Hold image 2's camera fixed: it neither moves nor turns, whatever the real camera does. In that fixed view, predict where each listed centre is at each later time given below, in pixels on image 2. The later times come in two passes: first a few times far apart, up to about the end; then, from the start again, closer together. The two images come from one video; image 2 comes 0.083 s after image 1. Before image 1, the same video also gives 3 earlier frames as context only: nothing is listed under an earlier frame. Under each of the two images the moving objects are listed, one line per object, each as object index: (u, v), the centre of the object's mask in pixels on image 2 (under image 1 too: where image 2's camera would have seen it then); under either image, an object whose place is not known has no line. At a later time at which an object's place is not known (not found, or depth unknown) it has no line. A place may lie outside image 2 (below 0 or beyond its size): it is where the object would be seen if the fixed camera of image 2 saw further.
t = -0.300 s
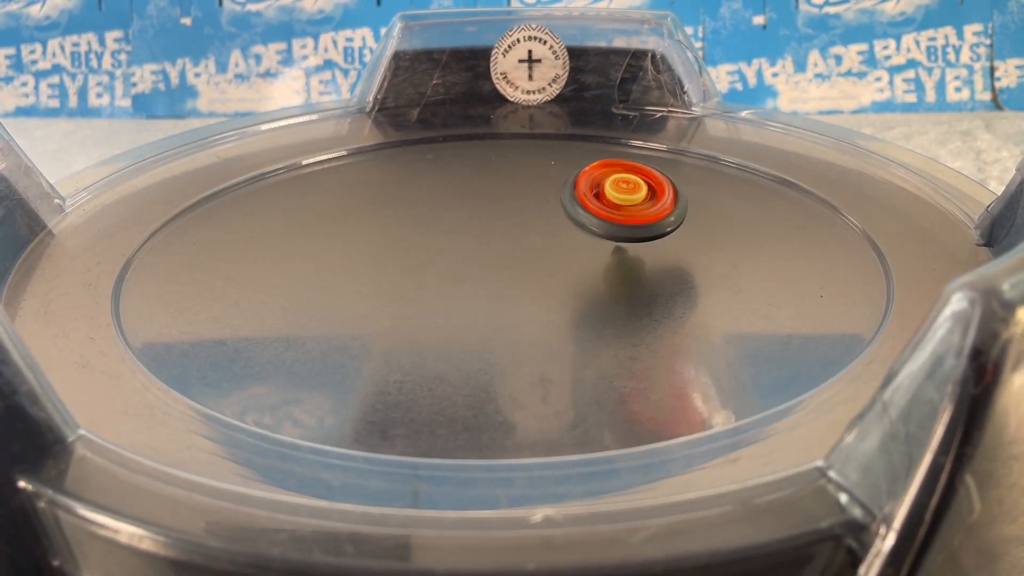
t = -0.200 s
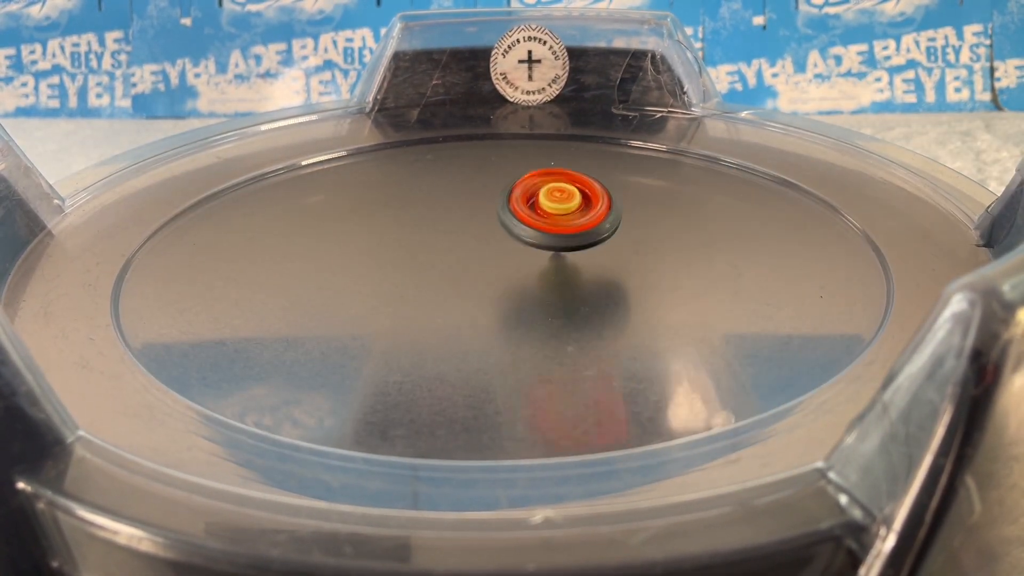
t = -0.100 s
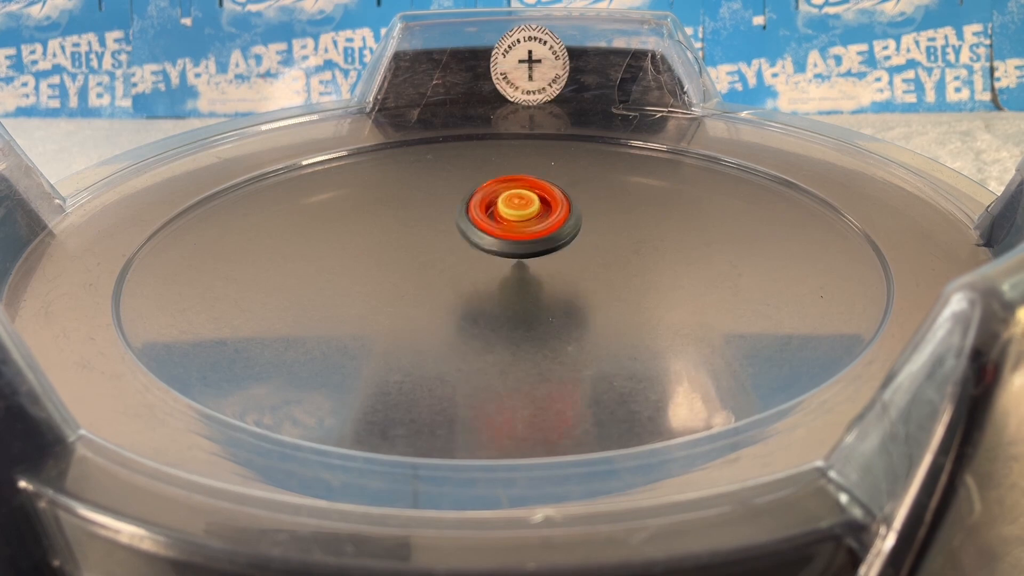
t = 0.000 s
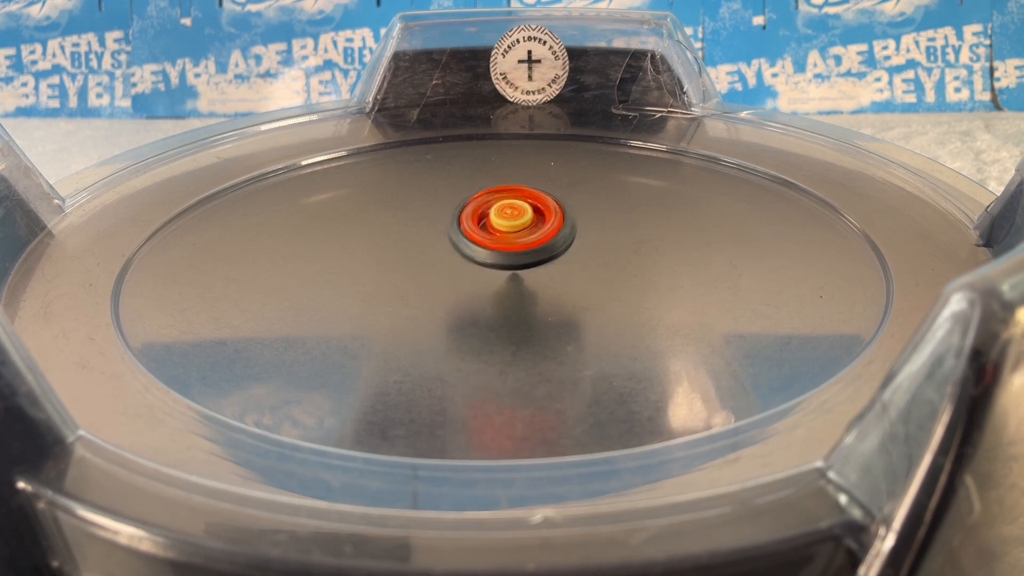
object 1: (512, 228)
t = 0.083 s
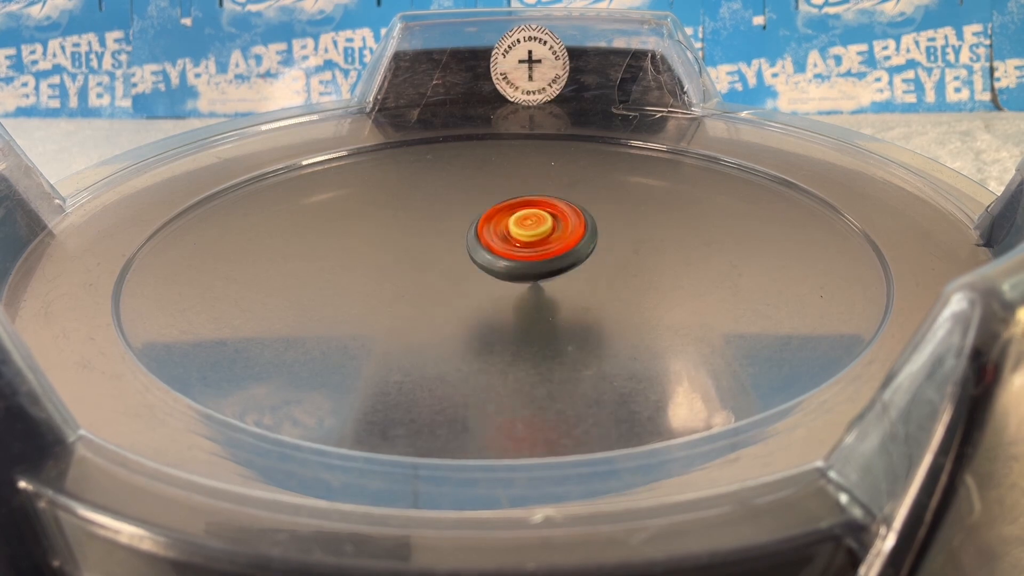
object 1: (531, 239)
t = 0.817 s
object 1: (677, 247)
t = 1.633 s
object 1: (571, 320)
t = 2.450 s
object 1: (395, 304)
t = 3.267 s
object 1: (370, 240)
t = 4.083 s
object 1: (506, 234)
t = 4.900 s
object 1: (589, 244)
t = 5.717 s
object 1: (564, 282)
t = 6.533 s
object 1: (465, 285)
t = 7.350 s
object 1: (436, 247)
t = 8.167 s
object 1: (510, 226)
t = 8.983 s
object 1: (583, 246)
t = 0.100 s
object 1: (536, 239)
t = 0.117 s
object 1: (542, 242)
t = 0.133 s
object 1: (545, 241)
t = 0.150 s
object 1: (549, 243)
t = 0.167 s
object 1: (554, 242)
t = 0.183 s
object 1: (558, 245)
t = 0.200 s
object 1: (563, 246)
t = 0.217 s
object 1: (568, 244)
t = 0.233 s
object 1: (571, 248)
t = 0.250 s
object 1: (575, 246)
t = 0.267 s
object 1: (581, 248)
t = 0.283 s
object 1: (586, 248)
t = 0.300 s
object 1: (590, 247)
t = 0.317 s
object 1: (596, 248)
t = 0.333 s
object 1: (601, 248)
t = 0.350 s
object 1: (605, 250)
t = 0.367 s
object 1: (609, 248)
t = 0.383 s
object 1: (614, 249)
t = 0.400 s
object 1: (616, 249)
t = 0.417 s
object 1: (621, 247)
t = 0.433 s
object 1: (625, 249)
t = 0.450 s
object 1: (628, 248)
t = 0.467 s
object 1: (632, 250)
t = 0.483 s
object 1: (637, 248)
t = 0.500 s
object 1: (640, 249)
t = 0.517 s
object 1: (643, 249)
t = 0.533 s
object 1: (646, 247)
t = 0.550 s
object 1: (648, 250)
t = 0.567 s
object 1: (650, 247)
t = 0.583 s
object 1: (653, 248)
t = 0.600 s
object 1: (655, 247)
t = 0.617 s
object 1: (657, 248)
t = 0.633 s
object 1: (659, 247)
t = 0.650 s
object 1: (662, 247)
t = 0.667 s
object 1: (663, 250)
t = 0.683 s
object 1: (665, 247)
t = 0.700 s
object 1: (668, 248)
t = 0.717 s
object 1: (669, 248)
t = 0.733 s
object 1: (670, 247)
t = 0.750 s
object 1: (672, 247)
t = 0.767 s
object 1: (674, 246)
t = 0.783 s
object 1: (674, 249)
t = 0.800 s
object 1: (675, 246)
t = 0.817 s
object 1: (677, 247)
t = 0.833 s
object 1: (677, 247)
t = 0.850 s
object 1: (676, 247)
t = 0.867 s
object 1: (677, 248)
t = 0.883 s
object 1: (677, 247)
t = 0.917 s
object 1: (674, 248)
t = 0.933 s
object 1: (673, 248)
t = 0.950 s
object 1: (672, 248)
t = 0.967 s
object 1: (669, 249)
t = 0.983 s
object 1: (667, 250)
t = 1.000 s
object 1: (666, 251)
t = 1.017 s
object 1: (664, 253)
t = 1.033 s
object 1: (661, 256)
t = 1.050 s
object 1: (659, 257)
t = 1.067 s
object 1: (657, 259)
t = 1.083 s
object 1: (654, 262)
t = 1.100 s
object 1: (651, 264)
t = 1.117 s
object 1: (650, 266)
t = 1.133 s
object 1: (648, 269)
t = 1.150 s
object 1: (645, 272)
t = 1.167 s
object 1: (642, 275)
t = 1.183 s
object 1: (641, 277)
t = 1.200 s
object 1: (638, 280)
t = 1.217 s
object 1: (635, 282)
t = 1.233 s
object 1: (633, 284)
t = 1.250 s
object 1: (631, 287)
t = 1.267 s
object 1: (628, 290)
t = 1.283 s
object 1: (626, 292)
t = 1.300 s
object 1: (624, 294)
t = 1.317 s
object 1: (622, 296)
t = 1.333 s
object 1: (619, 299)
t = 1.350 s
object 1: (618, 300)
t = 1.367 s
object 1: (617, 302)
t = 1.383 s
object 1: (614, 305)
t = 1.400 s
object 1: (611, 307)
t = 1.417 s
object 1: (609, 308)
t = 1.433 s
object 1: (607, 309)
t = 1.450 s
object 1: (603, 311)
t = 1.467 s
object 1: (600, 311)
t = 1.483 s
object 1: (598, 312)
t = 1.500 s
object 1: (595, 314)
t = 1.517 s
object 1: (591, 315)
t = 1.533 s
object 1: (588, 316)
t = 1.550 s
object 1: (586, 317)
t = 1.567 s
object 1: (583, 318)
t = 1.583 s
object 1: (579, 318)
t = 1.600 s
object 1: (577, 318)
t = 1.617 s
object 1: (575, 319)
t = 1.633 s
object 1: (571, 320)
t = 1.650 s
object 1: (567, 321)
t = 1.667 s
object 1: (565, 321)
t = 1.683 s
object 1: (563, 321)
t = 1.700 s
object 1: (559, 322)
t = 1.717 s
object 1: (555, 322)
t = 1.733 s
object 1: (552, 322)
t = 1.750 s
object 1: (550, 322)
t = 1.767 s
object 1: (546, 322)
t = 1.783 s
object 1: (542, 323)
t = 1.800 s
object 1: (539, 323)
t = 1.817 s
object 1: (536, 323)
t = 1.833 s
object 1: (532, 323)
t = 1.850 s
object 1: (527, 323)
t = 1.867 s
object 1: (524, 322)
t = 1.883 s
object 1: (521, 322)
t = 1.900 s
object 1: (517, 322)
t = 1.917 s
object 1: (512, 323)
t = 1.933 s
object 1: (509, 322)
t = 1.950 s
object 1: (505, 322)
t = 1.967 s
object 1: (501, 322)
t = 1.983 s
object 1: (496, 322)
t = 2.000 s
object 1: (492, 321)
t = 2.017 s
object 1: (489, 320)
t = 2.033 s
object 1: (485, 320)
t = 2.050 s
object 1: (480, 321)
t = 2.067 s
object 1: (475, 320)
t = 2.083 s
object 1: (472, 320)
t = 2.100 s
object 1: (468, 320)
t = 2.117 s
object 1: (462, 320)
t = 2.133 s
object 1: (458, 319)
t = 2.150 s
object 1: (455, 318)
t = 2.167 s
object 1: (451, 318)
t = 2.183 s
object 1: (447, 318)
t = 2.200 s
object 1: (442, 317)
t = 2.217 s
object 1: (439, 316)
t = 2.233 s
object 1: (436, 316)
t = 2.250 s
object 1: (432, 316)
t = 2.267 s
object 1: (428, 315)
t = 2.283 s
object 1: (424, 314)
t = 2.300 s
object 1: (421, 313)
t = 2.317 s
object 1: (419, 312)
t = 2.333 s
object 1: (415, 312)
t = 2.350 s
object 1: (411, 311)
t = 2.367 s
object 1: (408, 310)
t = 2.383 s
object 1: (406, 309)
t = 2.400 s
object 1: (403, 308)
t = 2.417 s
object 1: (399, 307)
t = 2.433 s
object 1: (397, 306)
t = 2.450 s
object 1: (395, 304)
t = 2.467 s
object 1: (393, 303)
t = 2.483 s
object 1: (390, 302)
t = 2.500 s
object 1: (387, 301)
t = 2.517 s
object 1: (385, 300)
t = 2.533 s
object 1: (384, 299)
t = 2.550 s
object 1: (382, 298)
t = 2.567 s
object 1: (379, 297)
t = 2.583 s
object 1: (377, 295)
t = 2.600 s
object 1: (376, 293)
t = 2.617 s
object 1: (375, 292)
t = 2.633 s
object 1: (373, 291)
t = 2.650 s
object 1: (371, 290)
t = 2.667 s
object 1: (369, 288)
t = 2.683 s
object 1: (369, 287)
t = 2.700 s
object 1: (368, 286)
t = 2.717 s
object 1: (366, 285)
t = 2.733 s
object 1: (364, 283)
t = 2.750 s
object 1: (364, 282)
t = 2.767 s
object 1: (363, 280)
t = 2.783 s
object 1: (363, 279)
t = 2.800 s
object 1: (362, 278)
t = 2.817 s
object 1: (361, 276)
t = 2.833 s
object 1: (360, 274)
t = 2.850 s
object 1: (361, 273)
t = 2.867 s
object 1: (361, 272)
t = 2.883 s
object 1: (360, 271)
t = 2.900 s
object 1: (359, 270)
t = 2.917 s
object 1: (359, 268)
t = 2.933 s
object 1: (360, 266)
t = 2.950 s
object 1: (360, 265)
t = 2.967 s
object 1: (360, 264)
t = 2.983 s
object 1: (359, 262)
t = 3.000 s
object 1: (360, 261)
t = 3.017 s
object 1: (360, 259)
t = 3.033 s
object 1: (361, 258)
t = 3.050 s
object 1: (362, 257)
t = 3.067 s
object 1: (361, 256)
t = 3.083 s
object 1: (361, 254)
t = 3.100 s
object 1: (363, 253)
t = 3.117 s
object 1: (364, 252)
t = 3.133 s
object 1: (365, 250)
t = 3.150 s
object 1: (365, 249)
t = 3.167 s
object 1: (365, 248)
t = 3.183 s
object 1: (366, 246)
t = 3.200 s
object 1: (368, 245)
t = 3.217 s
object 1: (369, 244)
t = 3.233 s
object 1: (369, 243)
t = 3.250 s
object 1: (369, 242)
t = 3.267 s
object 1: (370, 240)
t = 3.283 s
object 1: (372, 239)
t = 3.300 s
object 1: (373, 238)
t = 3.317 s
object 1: (374, 237)
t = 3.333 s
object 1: (374, 236)
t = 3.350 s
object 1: (375, 235)
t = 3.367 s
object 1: (376, 234)
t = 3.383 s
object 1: (377, 232)
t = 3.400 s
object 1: (378, 232)
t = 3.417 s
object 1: (378, 231)
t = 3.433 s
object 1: (378, 230)
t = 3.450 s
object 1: (379, 229)
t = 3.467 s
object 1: (380, 228)
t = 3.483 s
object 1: (382, 227)
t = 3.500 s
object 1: (382, 227)
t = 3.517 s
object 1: (382, 227)
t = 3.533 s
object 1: (383, 226)
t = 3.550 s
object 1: (384, 226)
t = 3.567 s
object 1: (385, 225)
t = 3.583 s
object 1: (387, 226)
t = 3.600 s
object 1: (389, 227)
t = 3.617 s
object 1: (391, 227)
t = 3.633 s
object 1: (394, 227)
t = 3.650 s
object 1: (398, 227)
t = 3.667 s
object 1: (402, 228)
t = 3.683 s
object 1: (407, 228)
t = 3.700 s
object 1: (411, 229)
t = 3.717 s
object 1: (414, 230)
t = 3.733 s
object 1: (419, 230)
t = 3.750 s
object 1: (424, 230)
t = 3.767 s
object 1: (429, 231)
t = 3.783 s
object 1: (434, 232)
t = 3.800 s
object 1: (439, 232)
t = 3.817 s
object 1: (442, 233)
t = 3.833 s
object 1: (447, 233)
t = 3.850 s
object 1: (452, 233)
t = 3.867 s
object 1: (457, 233)
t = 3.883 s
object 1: (462, 233)
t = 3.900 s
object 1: (466, 234)
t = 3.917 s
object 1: (469, 234)
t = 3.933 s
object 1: (473, 234)
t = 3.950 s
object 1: (478, 234)
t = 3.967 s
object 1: (482, 234)
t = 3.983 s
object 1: (487, 235)
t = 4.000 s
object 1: (490, 235)
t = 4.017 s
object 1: (492, 235)
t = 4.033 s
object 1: (495, 235)
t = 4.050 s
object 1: (499, 235)
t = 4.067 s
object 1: (502, 234)
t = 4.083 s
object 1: (506, 234)
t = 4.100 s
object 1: (509, 235)
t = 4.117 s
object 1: (511, 235)
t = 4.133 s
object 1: (513, 234)
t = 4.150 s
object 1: (515, 234)
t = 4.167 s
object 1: (518, 234)
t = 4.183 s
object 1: (521, 234)
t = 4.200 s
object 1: (524, 234)
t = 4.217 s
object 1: (525, 234)
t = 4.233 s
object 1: (527, 234)
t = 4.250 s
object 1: (529, 234)
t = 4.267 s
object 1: (531, 233)
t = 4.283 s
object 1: (534, 233)
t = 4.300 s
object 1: (536, 233)
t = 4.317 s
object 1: (538, 233)
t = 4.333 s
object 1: (540, 233)
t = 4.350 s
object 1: (541, 233)
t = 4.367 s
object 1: (543, 233)
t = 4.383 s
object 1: (545, 232)
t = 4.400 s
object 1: (548, 232)
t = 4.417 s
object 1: (550, 233)
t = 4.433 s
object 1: (552, 233)
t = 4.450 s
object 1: (553, 234)
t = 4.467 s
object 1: (554, 233)
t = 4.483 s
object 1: (556, 233)
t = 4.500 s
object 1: (558, 233)
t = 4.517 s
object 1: (561, 233)
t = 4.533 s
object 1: (563, 233)
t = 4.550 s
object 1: (564, 233)
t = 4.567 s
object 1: (565, 234)
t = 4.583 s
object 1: (566, 234)
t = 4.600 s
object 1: (568, 234)
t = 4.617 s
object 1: (569, 234)
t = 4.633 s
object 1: (572, 234)
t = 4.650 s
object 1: (573, 235)
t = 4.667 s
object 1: (575, 236)
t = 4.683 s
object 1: (576, 236)
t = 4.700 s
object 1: (576, 237)
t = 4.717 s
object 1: (577, 237)
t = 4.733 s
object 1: (579, 237)
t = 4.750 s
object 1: (580, 238)
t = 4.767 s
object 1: (582, 238)
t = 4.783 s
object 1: (583, 239)
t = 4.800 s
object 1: (584, 240)
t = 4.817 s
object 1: (584, 241)
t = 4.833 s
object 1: (584, 241)
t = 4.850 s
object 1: (585, 242)
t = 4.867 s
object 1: (586, 242)
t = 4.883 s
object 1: (588, 243)
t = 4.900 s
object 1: (589, 244)
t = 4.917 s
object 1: (589, 245)
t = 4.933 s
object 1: (589, 246)
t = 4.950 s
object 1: (589, 247)
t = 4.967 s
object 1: (590, 248)
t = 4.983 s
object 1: (590, 248)
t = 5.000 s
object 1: (591, 249)
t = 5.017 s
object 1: (591, 250)
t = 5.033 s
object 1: (592, 251)
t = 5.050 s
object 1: (592, 252)
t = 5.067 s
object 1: (591, 253)
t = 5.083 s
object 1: (591, 254)
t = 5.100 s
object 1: (590, 255)
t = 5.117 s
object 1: (591, 256)
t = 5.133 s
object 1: (591, 256)
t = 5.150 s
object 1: (591, 257)
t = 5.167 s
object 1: (591, 258)
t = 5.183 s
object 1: (591, 259)
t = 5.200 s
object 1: (590, 260)
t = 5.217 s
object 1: (589, 261)
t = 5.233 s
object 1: (589, 262)
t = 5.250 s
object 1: (589, 262)
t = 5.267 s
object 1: (589, 263)
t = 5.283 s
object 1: (589, 264)
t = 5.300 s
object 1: (589, 265)
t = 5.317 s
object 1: (588, 266)
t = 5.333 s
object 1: (587, 267)
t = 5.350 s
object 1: (586, 268)
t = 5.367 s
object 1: (585, 269)
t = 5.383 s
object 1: (585, 269)
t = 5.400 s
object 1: (585, 269)
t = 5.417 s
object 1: (584, 270)
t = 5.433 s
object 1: (584, 270)
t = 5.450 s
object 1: (583, 271)
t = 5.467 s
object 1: (582, 272)
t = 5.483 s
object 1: (581, 273)
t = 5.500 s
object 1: (579, 274)
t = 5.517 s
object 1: (578, 275)
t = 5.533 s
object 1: (577, 275)
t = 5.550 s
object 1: (577, 276)
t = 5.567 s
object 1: (576, 276)
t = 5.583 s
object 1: (575, 277)
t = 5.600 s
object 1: (574, 278)
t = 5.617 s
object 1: (573, 279)
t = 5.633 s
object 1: (571, 280)
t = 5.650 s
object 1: (569, 281)
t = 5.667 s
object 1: (567, 281)
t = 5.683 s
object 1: (566, 282)
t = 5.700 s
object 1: (565, 282)
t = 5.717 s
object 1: (564, 282)
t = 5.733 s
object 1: (563, 283)
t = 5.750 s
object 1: (561, 284)
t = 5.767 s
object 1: (560, 284)
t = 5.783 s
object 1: (558, 285)
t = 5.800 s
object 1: (555, 286)
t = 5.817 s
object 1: (553, 286)
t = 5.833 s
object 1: (551, 286)
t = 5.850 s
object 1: (550, 287)
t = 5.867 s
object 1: (548, 287)
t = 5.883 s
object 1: (547, 287)
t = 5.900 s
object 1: (545, 288)
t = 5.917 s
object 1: (543, 288)
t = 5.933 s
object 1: (542, 289)
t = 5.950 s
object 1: (539, 290)
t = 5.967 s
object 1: (536, 290)
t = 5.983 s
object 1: (533, 290)
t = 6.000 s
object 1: (531, 290)
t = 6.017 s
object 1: (529, 291)
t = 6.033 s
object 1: (527, 291)
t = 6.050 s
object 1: (526, 291)
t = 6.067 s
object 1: (524, 291)
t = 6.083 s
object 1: (522, 291)
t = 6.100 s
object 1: (520, 291)
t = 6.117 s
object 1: (518, 291)
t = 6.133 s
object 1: (515, 292)
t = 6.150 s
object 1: (512, 292)
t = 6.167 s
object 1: (510, 292)
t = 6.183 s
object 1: (507, 291)
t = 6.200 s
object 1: (505, 291)
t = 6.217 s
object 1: (503, 291)
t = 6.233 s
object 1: (502, 291)
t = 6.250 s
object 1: (500, 291)
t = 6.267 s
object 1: (498, 291)
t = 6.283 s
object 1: (496, 291)
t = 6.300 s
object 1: (494, 291)
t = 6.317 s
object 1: (491, 291)
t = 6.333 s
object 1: (489, 291)
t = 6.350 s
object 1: (486, 291)
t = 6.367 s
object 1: (484, 290)
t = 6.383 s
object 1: (481, 290)
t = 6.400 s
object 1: (480, 289)
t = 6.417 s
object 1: (478, 289)
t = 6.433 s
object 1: (476, 288)
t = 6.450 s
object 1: (474, 288)
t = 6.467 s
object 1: (473, 287)
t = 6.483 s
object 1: (471, 287)
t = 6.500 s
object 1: (469, 287)
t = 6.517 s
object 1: (467, 286)
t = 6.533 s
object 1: (465, 285)
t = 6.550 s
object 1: (463, 285)
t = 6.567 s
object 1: (461, 284)
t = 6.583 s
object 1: (459, 283)
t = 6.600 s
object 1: (458, 282)
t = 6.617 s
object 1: (457, 282)
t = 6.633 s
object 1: (455, 281)
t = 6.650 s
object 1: (454, 280)
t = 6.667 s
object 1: (453, 280)
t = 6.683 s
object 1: (451, 279)
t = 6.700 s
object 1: (450, 279)
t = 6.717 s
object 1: (449, 278)
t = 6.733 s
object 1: (448, 278)
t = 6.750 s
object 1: (446, 277)
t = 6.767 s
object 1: (445, 276)
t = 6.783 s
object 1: (443, 276)
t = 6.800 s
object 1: (442, 275)
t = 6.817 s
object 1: (441, 274)
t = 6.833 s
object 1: (440, 273)
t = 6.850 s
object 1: (439, 272)
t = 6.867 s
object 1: (438, 271)
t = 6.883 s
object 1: (438, 270)
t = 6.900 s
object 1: (437, 270)
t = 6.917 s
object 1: (436, 269)
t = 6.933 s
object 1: (436, 268)
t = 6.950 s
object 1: (435, 267)
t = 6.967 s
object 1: (435, 266)
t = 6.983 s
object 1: (434, 266)
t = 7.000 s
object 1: (433, 265)
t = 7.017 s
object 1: (432, 264)
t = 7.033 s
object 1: (432, 263)
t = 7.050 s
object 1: (431, 262)
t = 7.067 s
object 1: (431, 261)
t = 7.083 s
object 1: (431, 260)
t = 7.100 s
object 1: (430, 259)
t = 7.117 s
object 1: (431, 258)
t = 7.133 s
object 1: (431, 257)
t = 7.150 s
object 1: (431, 256)
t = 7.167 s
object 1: (431, 256)
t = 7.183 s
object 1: (432, 255)
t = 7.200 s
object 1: (432, 254)
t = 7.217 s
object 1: (433, 253)
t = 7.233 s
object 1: (433, 252)
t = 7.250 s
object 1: (434, 252)
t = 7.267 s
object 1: (434, 251)
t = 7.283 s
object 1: (434, 250)
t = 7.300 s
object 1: (434, 250)
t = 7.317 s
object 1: (435, 249)
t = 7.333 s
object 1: (435, 248)
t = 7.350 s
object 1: (436, 247)
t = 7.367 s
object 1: (436, 247)
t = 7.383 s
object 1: (437, 246)
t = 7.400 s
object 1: (438, 245)
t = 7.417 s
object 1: (439, 244)
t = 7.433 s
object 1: (440, 243)
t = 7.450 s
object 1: (441, 243)
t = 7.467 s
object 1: (442, 242)
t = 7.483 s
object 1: (443, 241)
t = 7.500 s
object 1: (444, 240)
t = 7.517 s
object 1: (446, 240)
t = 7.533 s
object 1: (447, 239)
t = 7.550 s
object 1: (448, 238)
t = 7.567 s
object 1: (449, 238)
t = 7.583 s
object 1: (451, 237)
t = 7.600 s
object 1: (452, 237)
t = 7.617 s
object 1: (453, 236)
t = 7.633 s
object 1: (454, 235)
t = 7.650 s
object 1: (455, 235)
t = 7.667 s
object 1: (457, 235)
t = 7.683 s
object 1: (458, 234)
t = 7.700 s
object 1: (459, 233)
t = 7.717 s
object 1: (460, 233)
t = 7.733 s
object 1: (462, 232)
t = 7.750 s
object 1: (463, 232)
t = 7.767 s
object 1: (464, 232)
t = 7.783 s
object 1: (466, 231)
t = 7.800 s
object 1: (468, 230)
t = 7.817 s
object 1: (470, 229)
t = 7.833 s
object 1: (472, 229)
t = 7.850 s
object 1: (474, 229)
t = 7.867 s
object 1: (476, 229)
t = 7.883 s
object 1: (477, 228)
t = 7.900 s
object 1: (480, 228)
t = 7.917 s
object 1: (482, 227)
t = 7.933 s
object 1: (484, 227)
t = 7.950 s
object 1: (485, 227)
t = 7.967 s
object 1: (487, 227)
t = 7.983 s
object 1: (489, 227)
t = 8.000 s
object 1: (491, 227)
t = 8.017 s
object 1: (493, 227)
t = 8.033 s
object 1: (495, 226)
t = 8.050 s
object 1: (497, 226)
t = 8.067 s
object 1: (499, 226)
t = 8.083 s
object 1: (501, 226)
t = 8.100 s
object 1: (502, 226)
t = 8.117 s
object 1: (504, 226)
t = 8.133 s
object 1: (506, 226)
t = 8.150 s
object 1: (508, 226)
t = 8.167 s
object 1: (510, 226)
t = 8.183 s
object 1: (511, 227)
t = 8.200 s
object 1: (513, 226)
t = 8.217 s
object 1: (515, 226)
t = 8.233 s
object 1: (517, 226)
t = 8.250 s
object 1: (519, 227)
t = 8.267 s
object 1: (520, 227)
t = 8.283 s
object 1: (522, 227)
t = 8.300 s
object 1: (524, 227)
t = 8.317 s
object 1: (526, 227)
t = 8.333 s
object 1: (528, 227)
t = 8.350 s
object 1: (529, 227)
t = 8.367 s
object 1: (531, 228)
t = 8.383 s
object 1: (533, 228)
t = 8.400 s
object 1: (535, 228)
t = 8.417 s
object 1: (537, 229)
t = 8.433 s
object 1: (539, 229)
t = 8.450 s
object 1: (540, 229)
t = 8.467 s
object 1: (542, 230)
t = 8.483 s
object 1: (544, 230)
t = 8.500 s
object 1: (546, 230)
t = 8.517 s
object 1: (547, 230)
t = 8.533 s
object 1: (549, 231)
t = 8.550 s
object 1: (551, 231)
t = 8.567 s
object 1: (553, 231)
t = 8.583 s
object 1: (555, 232)
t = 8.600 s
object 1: (556, 232)
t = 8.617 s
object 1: (558, 232)
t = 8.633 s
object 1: (560, 233)
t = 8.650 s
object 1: (561, 233)
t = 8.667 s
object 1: (563, 234)
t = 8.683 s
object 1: (564, 234)
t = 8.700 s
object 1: (565, 235)
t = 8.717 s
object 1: (567, 235)
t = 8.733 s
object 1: (568, 236)
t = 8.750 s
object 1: (569, 236)
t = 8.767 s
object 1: (571, 237)
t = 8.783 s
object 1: (572, 238)
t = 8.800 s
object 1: (573, 238)
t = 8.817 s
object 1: (574, 239)
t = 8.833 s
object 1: (575, 240)
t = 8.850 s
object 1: (576, 240)
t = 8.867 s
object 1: (577, 241)
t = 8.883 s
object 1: (578, 242)
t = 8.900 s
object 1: (579, 242)
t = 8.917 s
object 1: (580, 243)
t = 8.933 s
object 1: (580, 244)
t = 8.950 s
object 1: (581, 245)
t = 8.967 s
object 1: (582, 245)
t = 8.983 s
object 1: (583, 246)
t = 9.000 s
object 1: (583, 247)
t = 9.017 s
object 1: (584, 248)
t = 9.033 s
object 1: (585, 248)
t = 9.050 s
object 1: (585, 249)
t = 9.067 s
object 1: (585, 250)
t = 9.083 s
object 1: (586, 251)
